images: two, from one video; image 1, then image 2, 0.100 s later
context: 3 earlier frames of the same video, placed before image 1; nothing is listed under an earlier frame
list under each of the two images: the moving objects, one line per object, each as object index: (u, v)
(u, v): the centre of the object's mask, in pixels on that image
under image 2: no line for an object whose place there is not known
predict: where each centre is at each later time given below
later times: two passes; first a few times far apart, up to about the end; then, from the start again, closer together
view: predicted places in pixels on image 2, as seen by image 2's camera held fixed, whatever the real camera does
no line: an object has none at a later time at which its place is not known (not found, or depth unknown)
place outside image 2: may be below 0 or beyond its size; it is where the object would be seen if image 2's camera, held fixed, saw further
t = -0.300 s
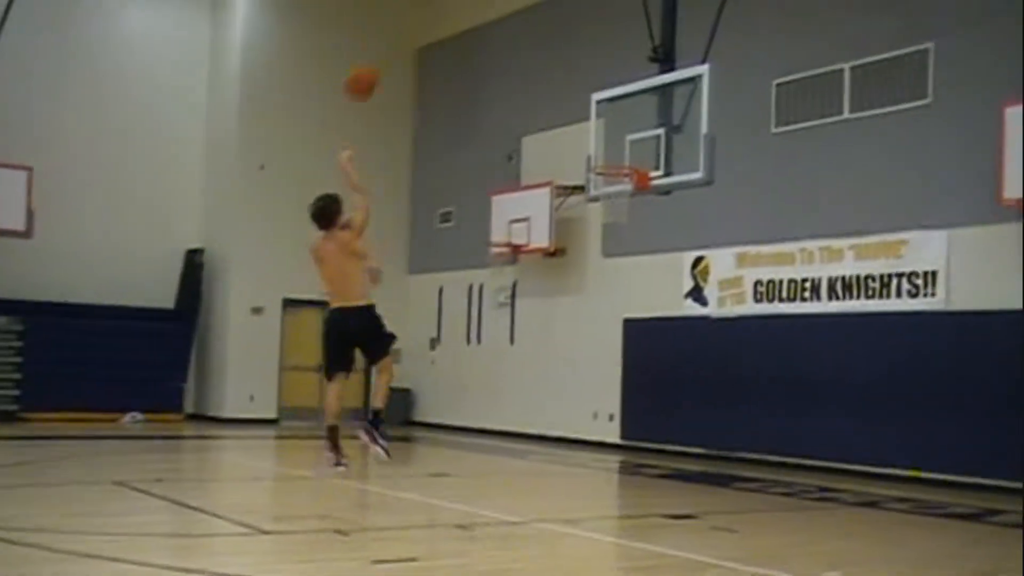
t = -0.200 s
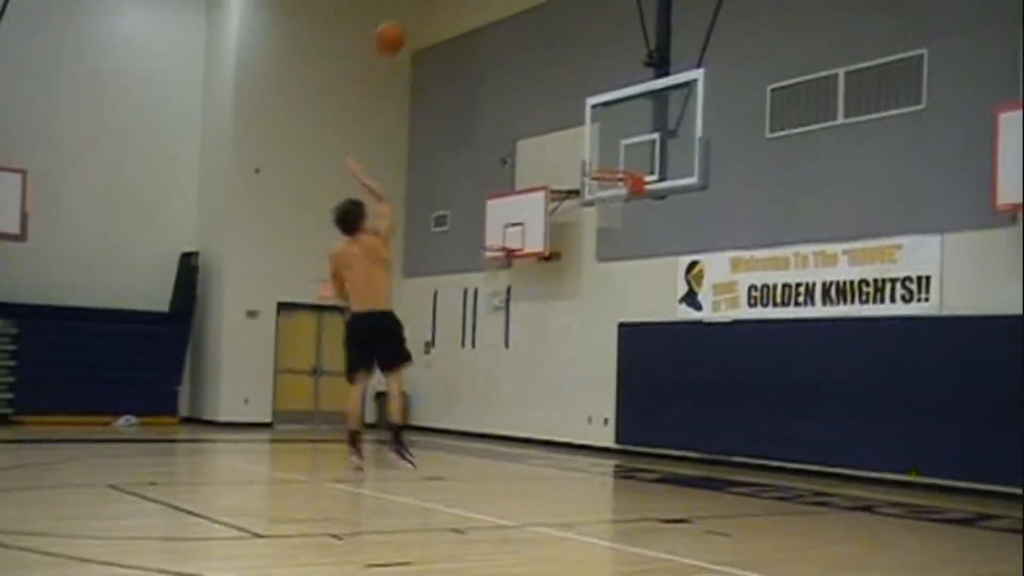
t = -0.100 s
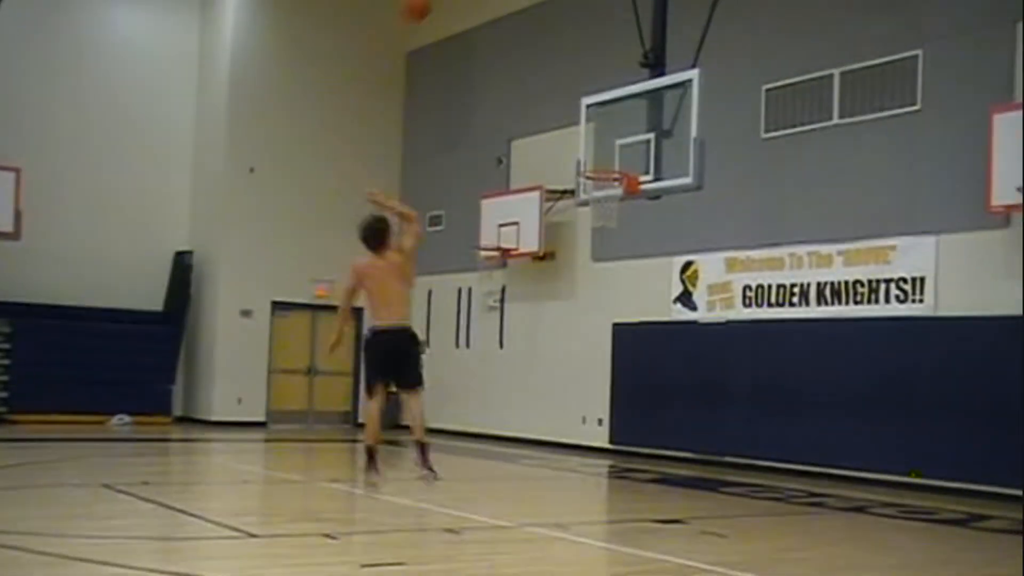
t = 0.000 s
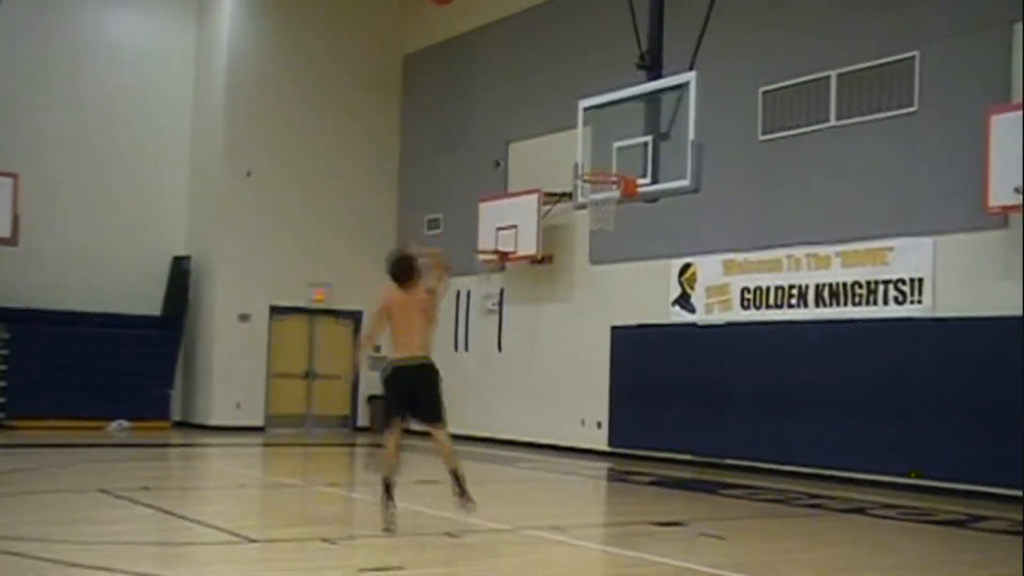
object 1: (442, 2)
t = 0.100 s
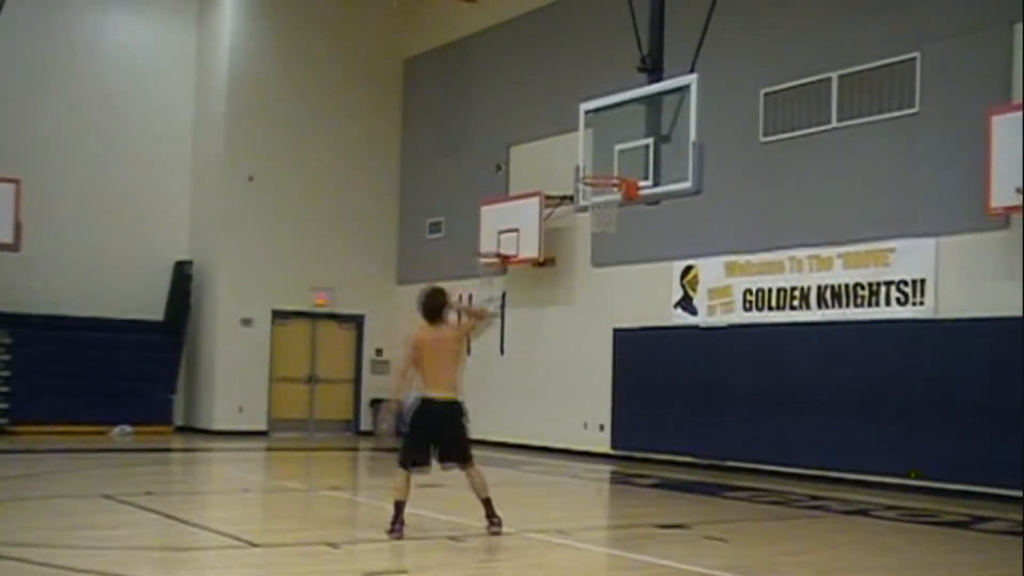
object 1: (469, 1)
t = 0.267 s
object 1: (510, 3)
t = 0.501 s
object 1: (558, 66)
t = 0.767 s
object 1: (605, 182)
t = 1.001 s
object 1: (596, 245)
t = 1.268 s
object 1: (575, 382)
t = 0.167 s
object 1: (487, 0)
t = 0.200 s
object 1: (495, 0)
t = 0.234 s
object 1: (503, 1)
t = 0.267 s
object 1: (510, 3)
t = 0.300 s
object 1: (516, 6)
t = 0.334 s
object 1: (524, 16)
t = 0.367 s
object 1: (531, 23)
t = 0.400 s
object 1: (537, 32)
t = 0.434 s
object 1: (545, 42)
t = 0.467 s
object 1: (552, 54)
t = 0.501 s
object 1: (558, 66)
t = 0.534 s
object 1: (566, 81)
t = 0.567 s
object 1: (571, 95)
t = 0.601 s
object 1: (576, 107)
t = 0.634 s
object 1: (584, 126)
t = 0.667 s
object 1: (589, 143)
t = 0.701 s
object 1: (594, 159)
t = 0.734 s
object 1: (600, 178)
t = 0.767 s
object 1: (605, 182)
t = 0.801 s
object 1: (610, 186)
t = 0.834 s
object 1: (610, 193)
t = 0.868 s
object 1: (607, 204)
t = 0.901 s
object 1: (604, 213)
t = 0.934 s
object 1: (602, 223)
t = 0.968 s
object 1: (599, 236)
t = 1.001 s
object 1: (596, 245)
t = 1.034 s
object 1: (594, 260)
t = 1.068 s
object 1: (591, 275)
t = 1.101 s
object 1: (588, 289)
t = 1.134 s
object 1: (585, 305)
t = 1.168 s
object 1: (583, 322)
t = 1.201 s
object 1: (581, 340)
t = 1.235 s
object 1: (578, 361)
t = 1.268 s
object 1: (575, 382)
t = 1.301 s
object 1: (574, 400)
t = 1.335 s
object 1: (571, 422)
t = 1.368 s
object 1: (568, 448)
